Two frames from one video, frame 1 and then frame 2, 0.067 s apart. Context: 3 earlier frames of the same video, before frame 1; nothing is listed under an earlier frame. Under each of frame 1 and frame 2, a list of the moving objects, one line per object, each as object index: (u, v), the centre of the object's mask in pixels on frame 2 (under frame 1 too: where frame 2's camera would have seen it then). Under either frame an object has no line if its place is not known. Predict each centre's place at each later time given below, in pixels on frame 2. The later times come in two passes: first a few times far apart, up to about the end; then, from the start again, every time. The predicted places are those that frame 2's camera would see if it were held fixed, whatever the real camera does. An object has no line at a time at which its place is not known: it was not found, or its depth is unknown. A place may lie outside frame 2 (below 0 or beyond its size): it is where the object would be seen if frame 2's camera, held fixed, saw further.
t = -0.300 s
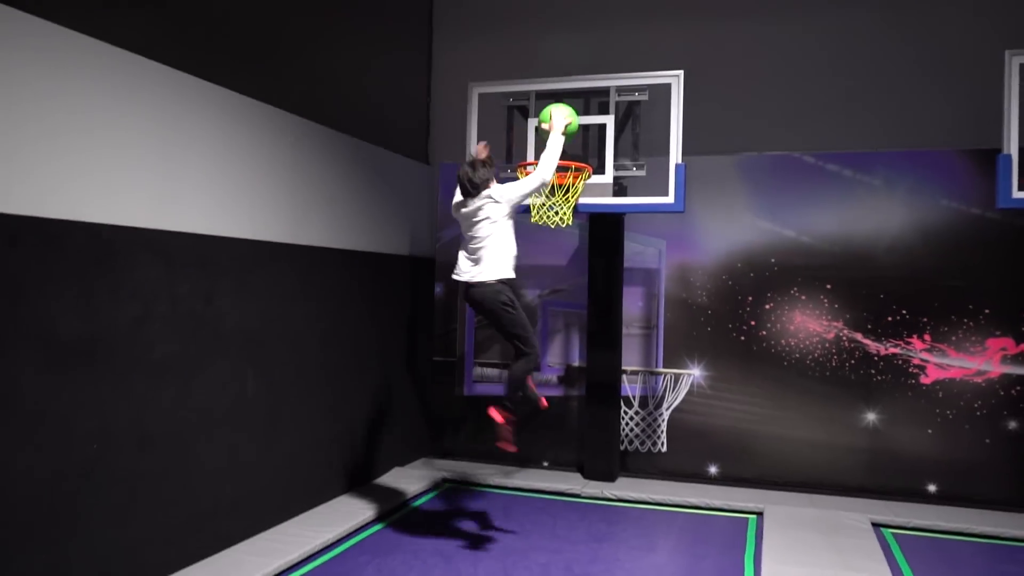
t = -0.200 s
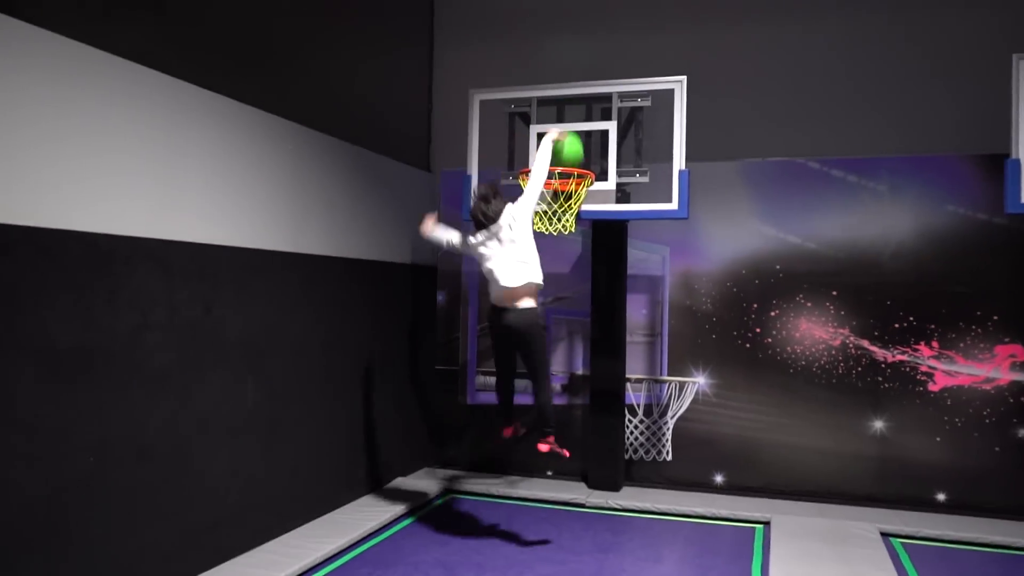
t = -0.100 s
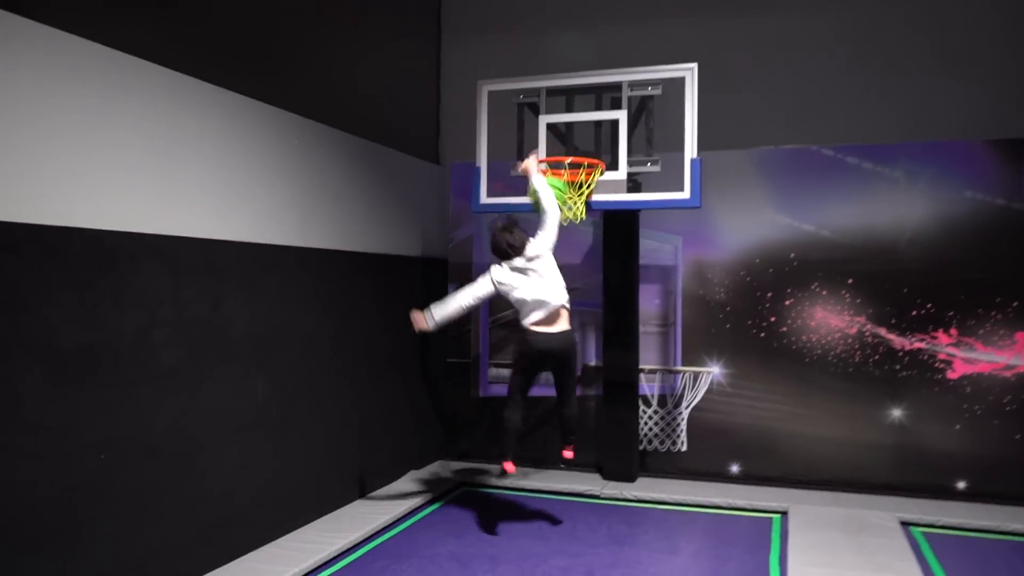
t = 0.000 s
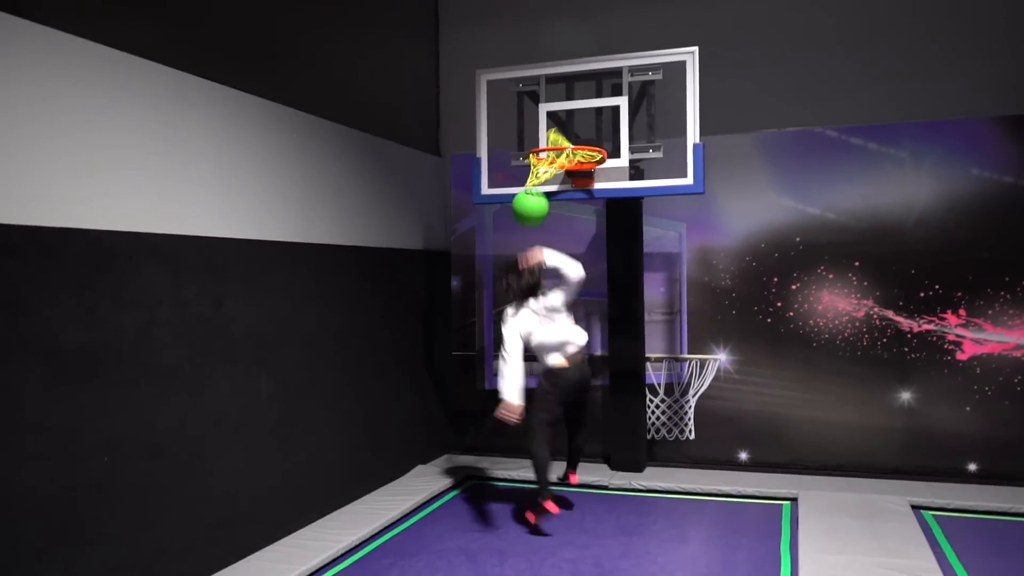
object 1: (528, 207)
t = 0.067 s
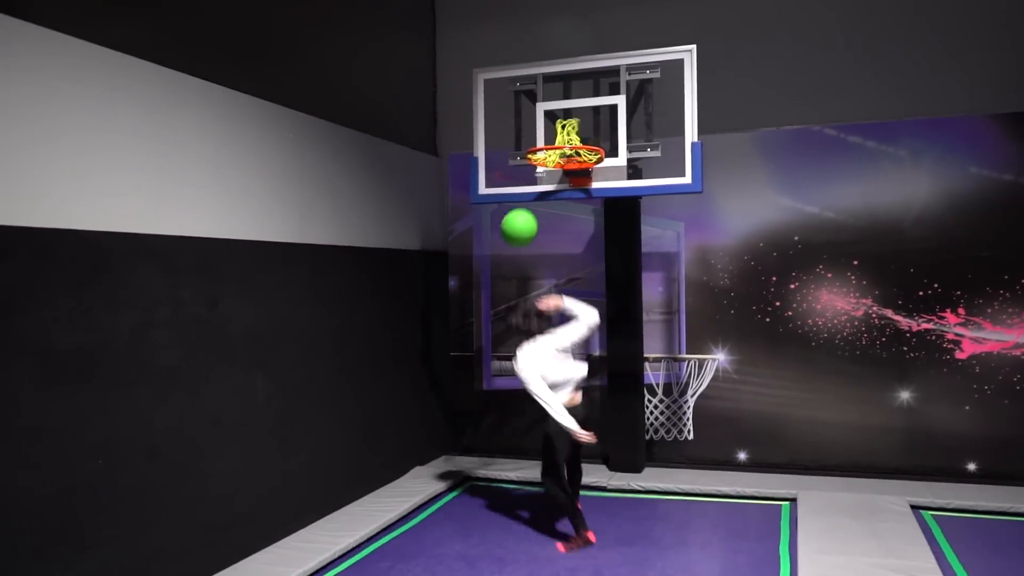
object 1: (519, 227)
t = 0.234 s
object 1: (499, 310)
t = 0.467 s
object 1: (474, 491)
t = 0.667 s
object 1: (472, 462)
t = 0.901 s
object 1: (474, 423)
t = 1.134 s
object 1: (479, 461)
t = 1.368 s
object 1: (485, 501)
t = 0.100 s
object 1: (515, 241)
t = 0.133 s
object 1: (510, 256)
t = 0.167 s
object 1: (506, 273)
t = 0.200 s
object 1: (503, 290)
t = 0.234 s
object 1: (499, 310)
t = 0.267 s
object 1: (495, 331)
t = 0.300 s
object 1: (491, 354)
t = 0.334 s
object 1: (488, 379)
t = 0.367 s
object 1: (484, 405)
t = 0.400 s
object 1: (480, 432)
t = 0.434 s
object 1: (478, 460)
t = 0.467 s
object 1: (474, 491)
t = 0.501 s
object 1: (471, 522)
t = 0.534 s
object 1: (471, 521)
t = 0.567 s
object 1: (471, 504)
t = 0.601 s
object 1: (472, 489)
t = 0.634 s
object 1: (472, 474)
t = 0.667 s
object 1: (472, 462)
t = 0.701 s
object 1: (472, 452)
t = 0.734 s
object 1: (473, 443)
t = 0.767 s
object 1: (472, 436)
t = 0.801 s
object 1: (472, 430)
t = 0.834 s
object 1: (473, 426)
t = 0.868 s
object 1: (474, 424)
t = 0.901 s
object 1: (474, 423)
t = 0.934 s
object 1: (475, 423)
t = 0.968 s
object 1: (475, 426)
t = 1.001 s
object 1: (476, 430)
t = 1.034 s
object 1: (477, 435)
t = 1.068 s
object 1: (478, 441)
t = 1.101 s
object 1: (478, 450)
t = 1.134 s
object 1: (479, 461)
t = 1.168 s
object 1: (481, 472)
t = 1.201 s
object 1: (482, 486)
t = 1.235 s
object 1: (483, 502)
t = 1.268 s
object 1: (483, 519)
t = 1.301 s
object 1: (484, 519)
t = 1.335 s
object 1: (484, 509)
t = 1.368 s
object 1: (485, 501)
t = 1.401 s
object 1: (485, 494)
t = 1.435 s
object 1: (486, 489)
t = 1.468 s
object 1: (486, 485)
